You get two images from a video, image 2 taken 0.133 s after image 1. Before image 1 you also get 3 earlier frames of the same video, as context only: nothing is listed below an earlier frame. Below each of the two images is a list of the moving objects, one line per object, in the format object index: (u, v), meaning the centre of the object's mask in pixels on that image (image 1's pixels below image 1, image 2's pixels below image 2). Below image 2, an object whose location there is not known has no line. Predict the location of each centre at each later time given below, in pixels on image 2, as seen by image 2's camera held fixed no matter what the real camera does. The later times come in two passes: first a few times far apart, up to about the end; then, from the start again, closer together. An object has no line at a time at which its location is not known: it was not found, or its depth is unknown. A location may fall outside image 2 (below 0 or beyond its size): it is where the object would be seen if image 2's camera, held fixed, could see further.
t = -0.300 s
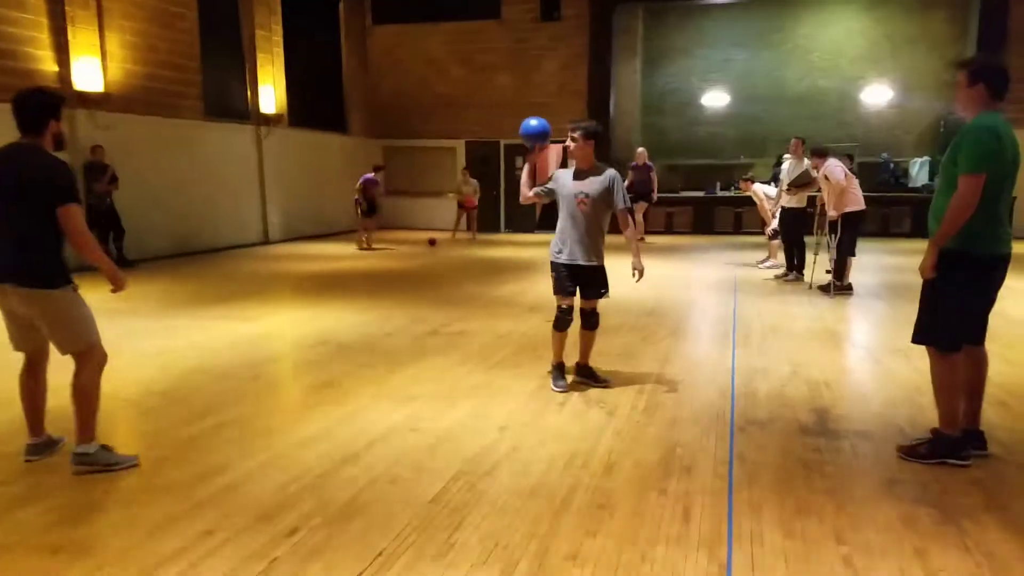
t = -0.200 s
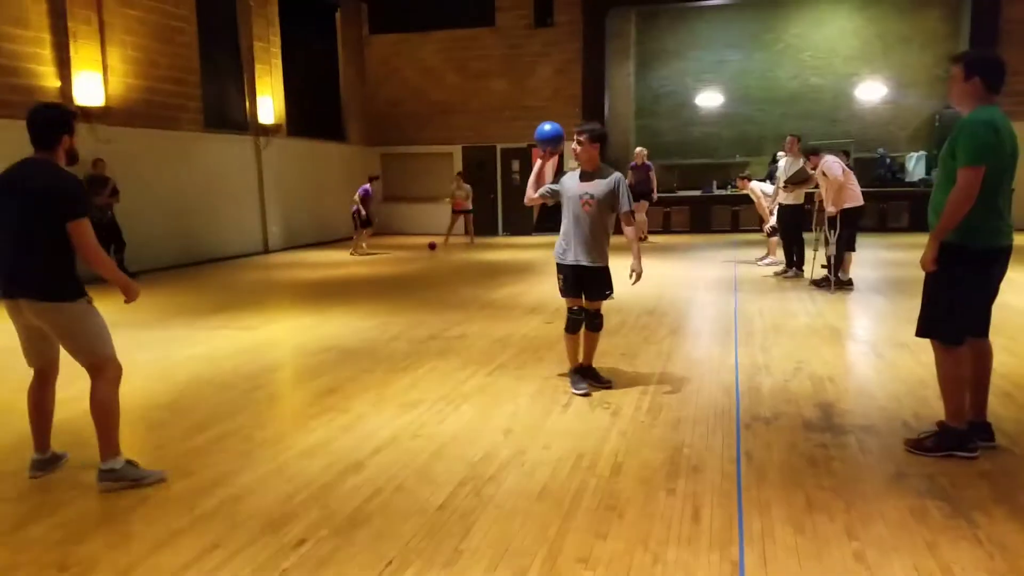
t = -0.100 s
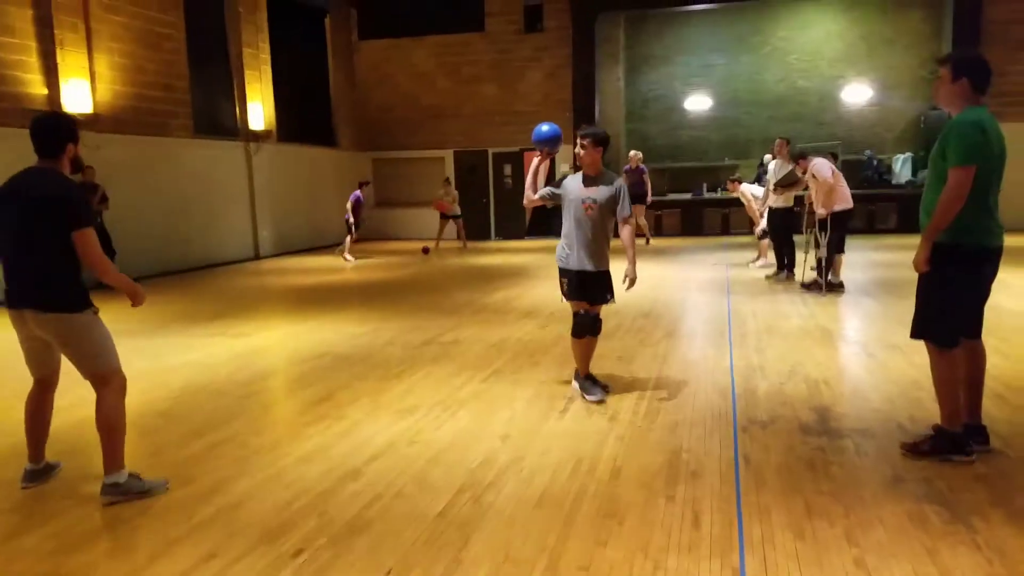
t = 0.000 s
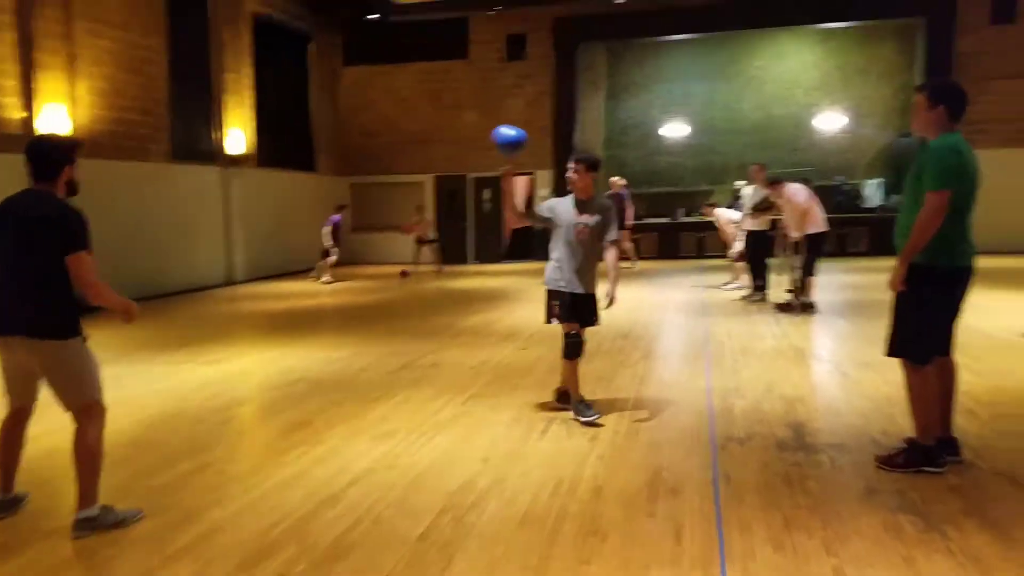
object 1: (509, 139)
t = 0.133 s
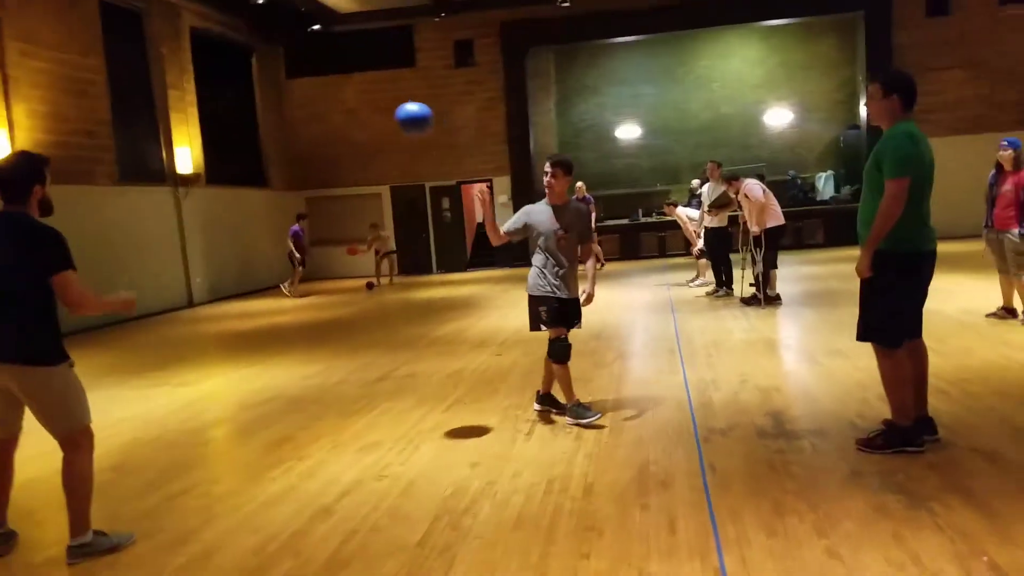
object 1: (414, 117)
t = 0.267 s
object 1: (357, 118)
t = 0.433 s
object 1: (280, 168)
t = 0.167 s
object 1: (401, 115)
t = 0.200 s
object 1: (387, 115)
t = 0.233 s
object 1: (372, 115)
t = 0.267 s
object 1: (357, 118)
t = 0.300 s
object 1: (342, 123)
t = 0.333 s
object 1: (327, 131)
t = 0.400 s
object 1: (296, 152)
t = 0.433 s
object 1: (280, 168)
